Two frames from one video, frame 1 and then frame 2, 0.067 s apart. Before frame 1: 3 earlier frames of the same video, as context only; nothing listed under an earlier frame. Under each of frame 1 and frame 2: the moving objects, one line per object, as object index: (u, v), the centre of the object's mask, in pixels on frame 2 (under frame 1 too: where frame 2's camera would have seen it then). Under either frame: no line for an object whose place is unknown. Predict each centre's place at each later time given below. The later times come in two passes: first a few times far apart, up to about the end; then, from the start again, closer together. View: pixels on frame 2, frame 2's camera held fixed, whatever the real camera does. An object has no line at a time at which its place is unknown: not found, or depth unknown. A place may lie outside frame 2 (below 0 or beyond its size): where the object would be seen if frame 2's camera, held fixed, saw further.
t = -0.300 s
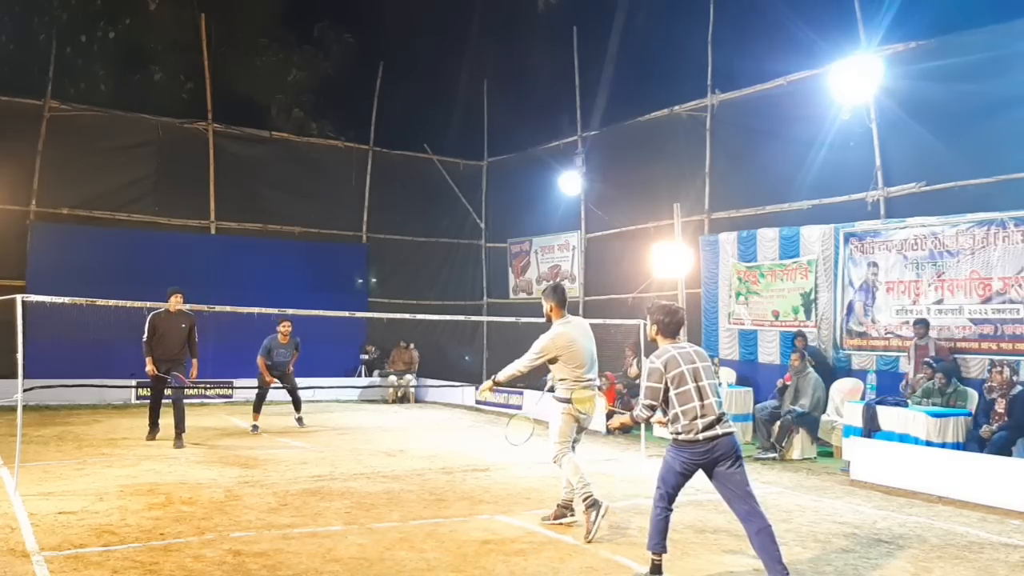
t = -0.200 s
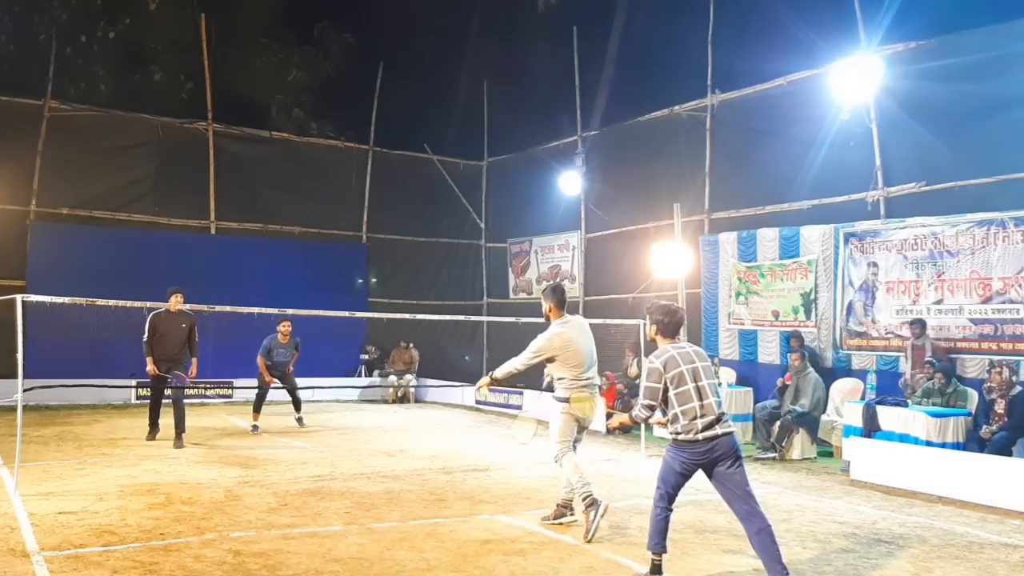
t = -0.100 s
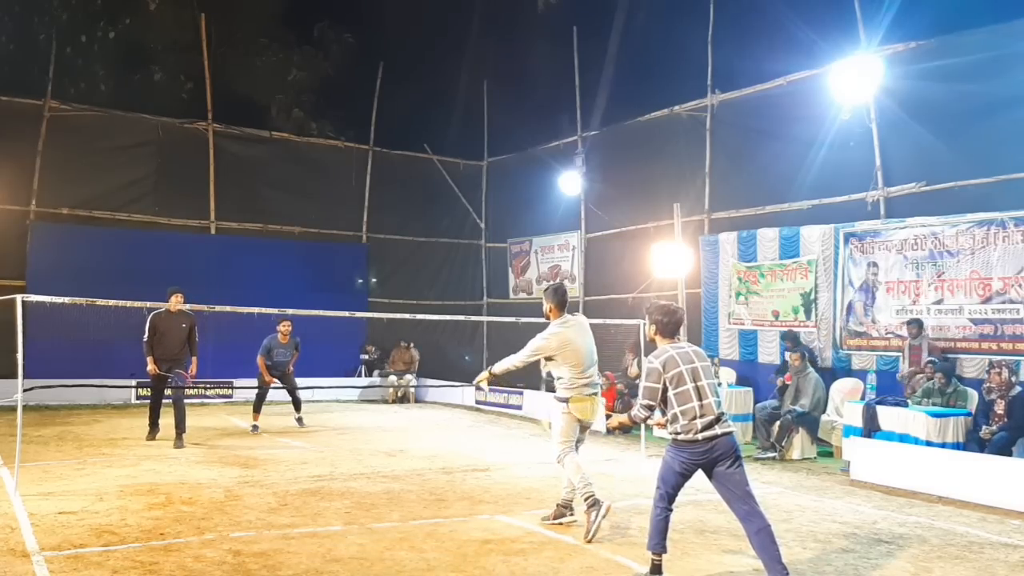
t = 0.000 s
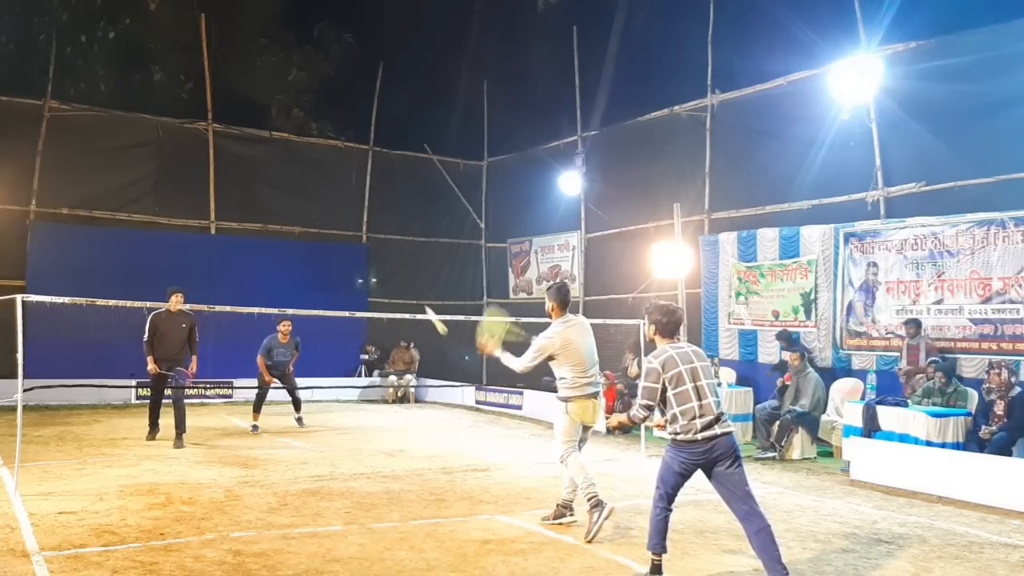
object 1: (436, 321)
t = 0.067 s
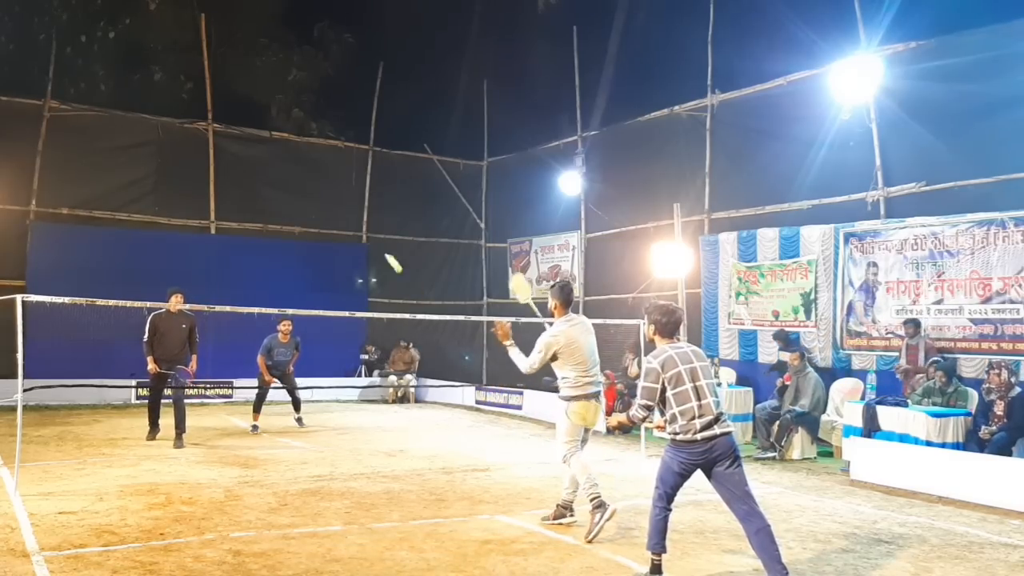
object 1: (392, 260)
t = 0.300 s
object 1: (316, 186)
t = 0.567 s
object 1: (273, 189)
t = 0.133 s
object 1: (362, 227)
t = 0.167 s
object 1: (350, 214)
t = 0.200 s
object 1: (340, 204)
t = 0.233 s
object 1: (331, 197)
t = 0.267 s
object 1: (323, 191)
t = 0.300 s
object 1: (316, 186)
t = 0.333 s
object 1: (309, 183)
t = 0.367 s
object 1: (303, 181)
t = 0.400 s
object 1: (297, 180)
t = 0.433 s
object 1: (291, 180)
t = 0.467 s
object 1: (286, 182)
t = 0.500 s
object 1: (282, 183)
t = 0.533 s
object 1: (277, 186)
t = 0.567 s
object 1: (273, 189)
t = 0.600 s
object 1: (269, 193)
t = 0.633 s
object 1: (265, 198)
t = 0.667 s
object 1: (262, 203)
